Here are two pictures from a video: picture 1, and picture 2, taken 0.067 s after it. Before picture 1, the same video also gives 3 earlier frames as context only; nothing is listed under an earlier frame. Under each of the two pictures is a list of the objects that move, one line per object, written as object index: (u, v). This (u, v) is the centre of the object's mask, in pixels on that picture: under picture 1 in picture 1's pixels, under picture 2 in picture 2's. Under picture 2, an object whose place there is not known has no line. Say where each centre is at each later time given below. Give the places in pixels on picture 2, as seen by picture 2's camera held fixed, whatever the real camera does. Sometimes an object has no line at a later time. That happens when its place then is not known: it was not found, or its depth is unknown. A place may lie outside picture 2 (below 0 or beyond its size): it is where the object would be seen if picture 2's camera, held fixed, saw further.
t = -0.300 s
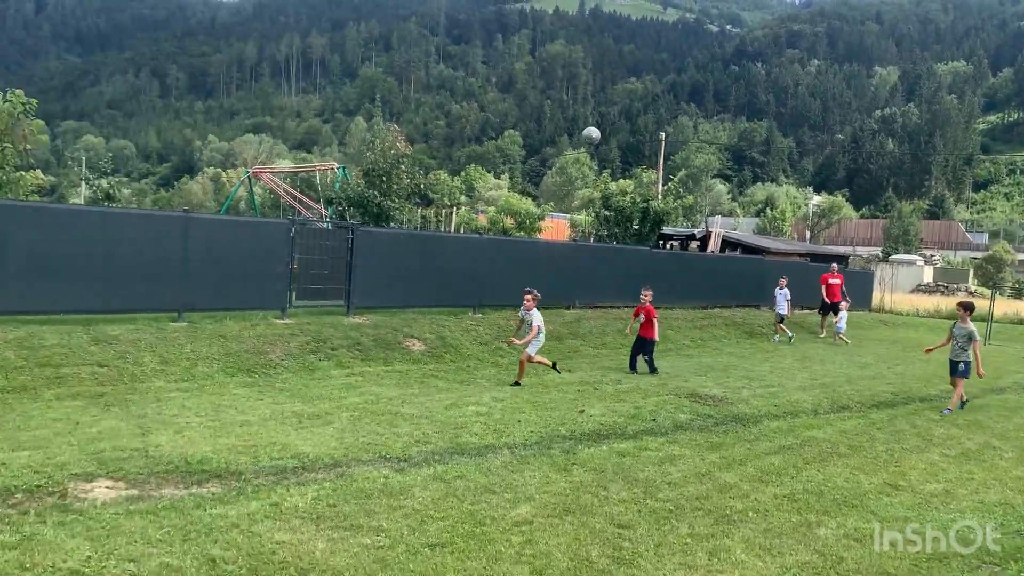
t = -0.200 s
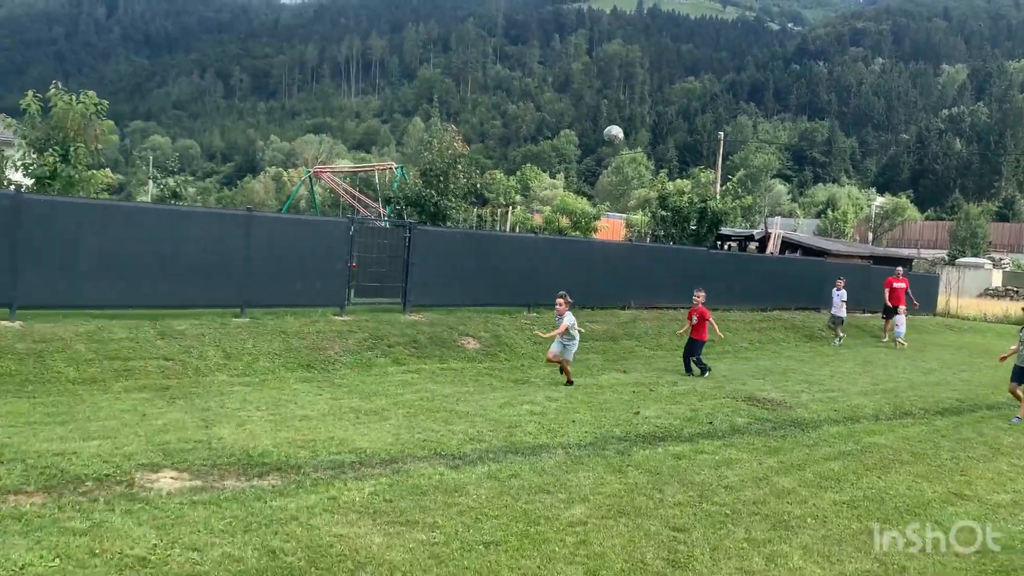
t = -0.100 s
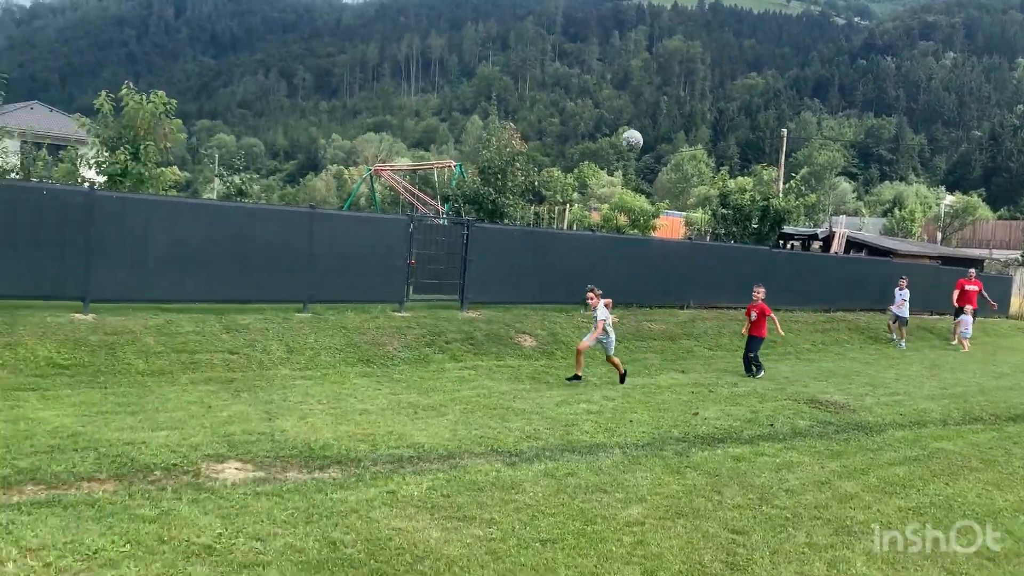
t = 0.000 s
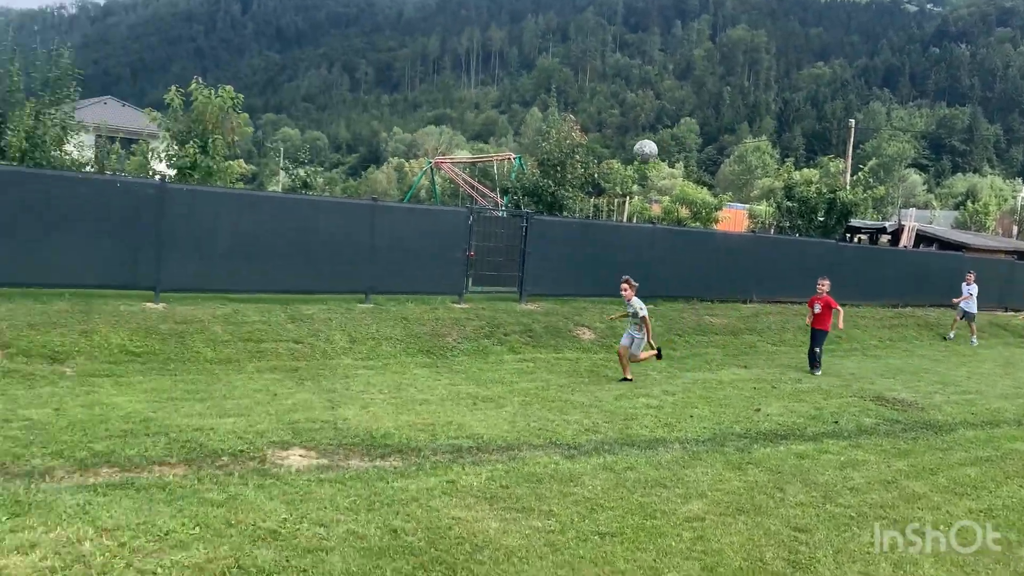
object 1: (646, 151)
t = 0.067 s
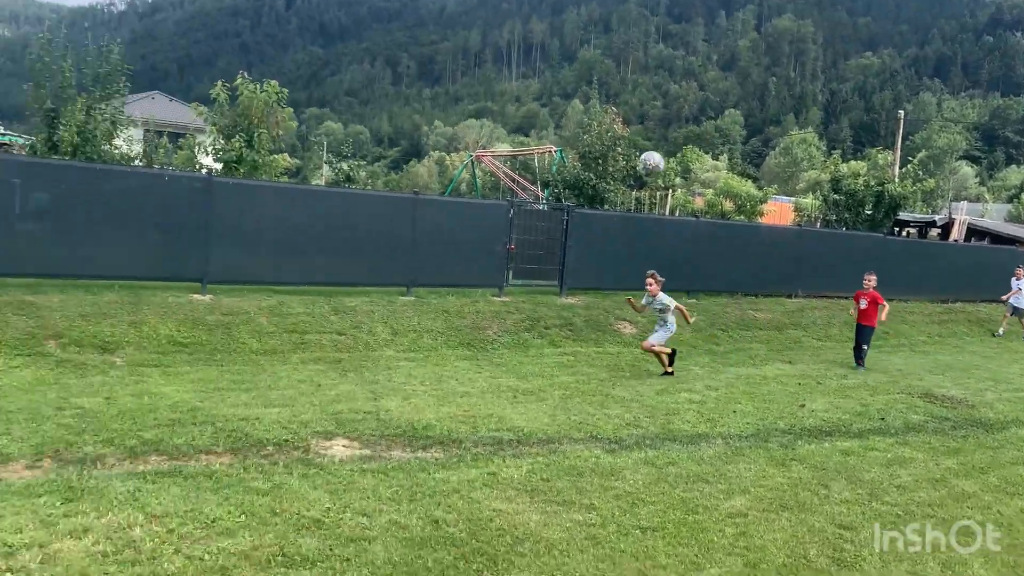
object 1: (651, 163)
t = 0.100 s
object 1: (634, 176)
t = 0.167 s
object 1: (593, 206)
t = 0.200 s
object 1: (570, 223)
